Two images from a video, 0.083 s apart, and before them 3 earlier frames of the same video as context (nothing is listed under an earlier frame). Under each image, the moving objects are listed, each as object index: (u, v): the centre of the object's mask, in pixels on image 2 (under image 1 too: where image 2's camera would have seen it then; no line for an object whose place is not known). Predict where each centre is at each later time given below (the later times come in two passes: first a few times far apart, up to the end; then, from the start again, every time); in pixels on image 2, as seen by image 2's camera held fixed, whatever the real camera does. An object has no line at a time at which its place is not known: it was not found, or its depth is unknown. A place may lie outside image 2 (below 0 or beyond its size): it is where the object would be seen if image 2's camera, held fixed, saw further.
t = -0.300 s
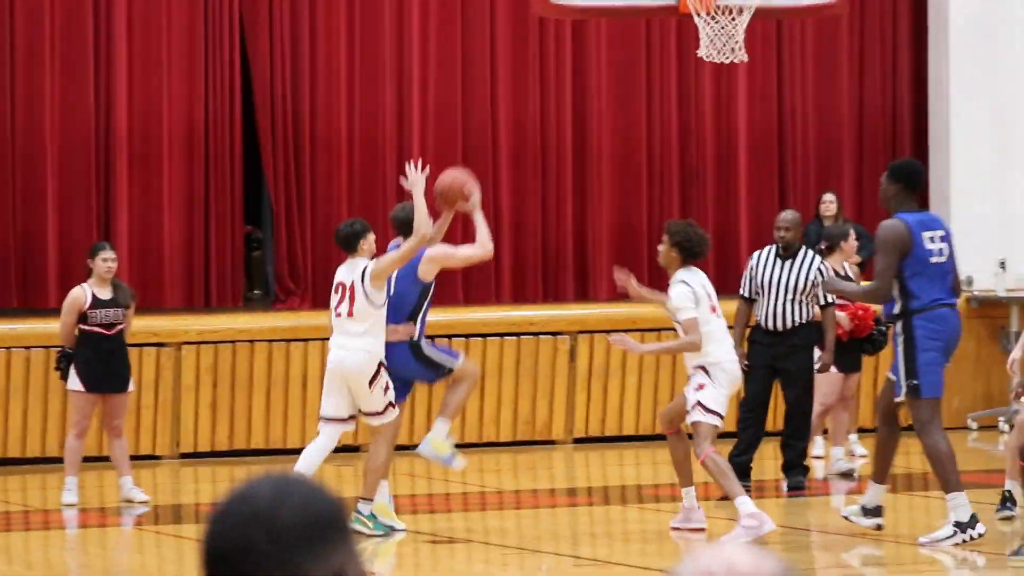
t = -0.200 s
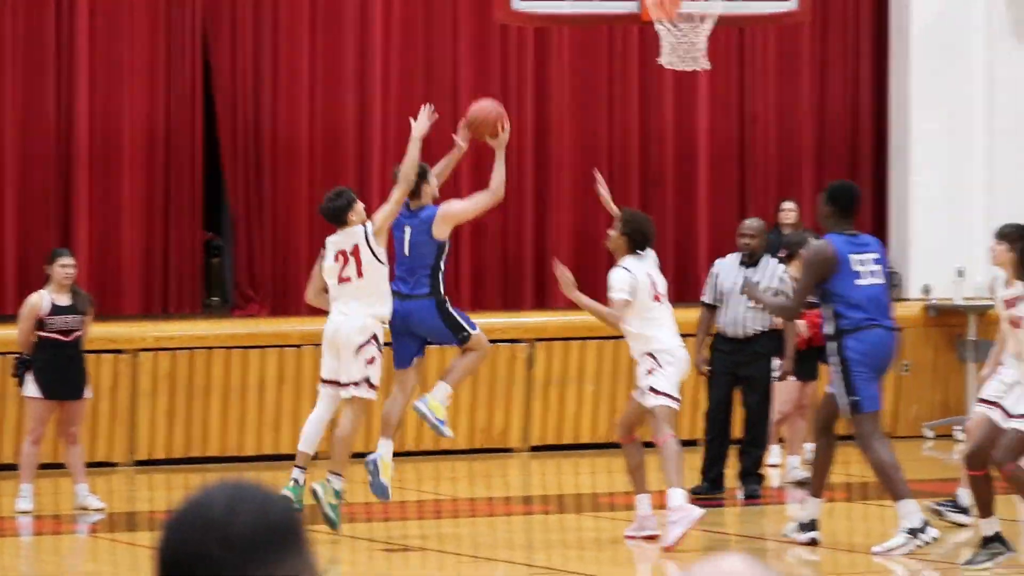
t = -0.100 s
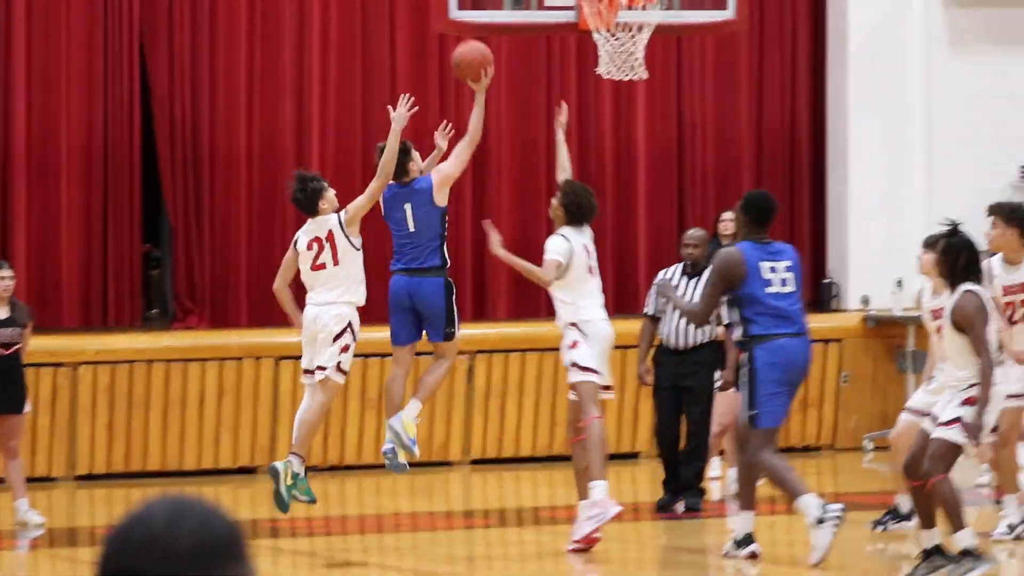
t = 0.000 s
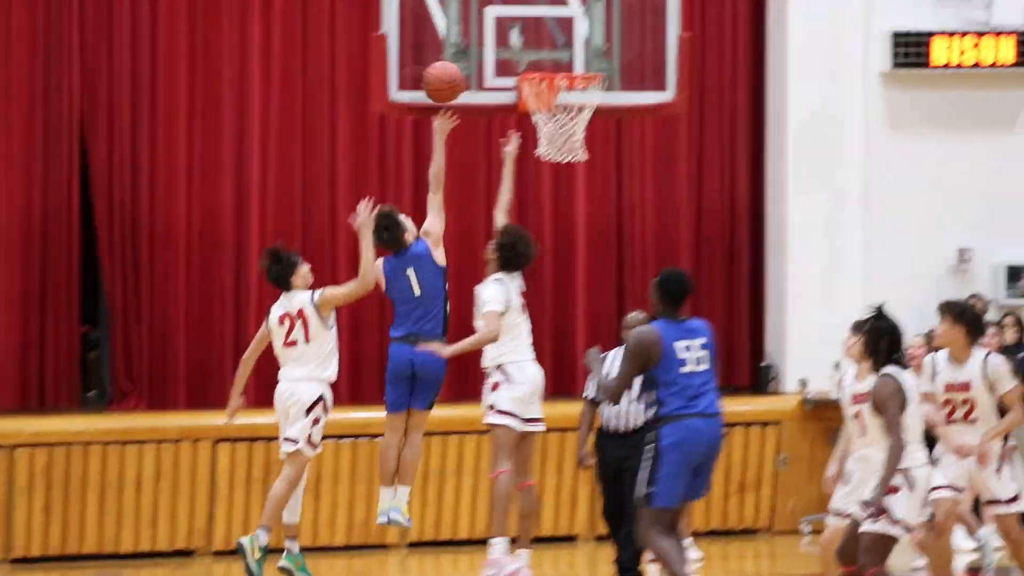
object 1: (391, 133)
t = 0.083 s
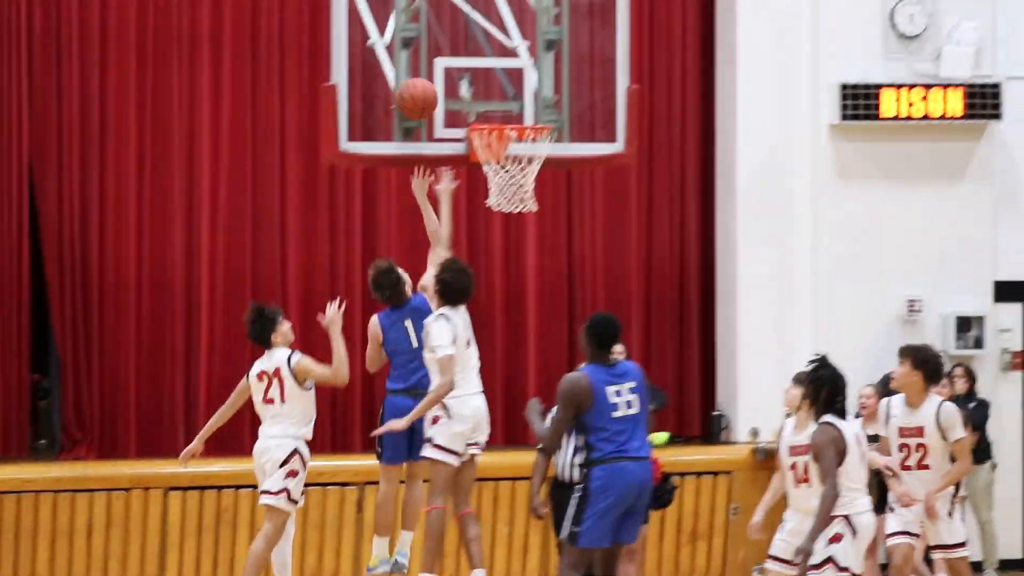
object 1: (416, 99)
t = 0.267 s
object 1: (472, 96)
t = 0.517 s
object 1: (537, 174)
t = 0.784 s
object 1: (540, 261)
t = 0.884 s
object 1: (546, 326)
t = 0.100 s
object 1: (421, 96)
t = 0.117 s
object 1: (427, 94)
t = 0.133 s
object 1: (432, 92)
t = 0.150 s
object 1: (437, 91)
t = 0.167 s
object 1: (442, 91)
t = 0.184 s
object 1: (447, 91)
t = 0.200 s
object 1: (452, 91)
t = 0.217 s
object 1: (457, 91)
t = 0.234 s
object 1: (461, 93)
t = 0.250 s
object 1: (466, 94)
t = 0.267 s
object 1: (472, 96)
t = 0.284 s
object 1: (477, 99)
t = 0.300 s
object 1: (482, 102)
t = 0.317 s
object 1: (487, 105)
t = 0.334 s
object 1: (491, 108)
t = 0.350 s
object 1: (496, 111)
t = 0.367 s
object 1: (500, 113)
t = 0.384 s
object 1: (506, 116)
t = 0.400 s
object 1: (513, 128)
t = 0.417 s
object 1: (513, 138)
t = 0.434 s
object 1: (519, 145)
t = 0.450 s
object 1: (525, 149)
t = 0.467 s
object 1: (529, 157)
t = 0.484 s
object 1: (537, 164)
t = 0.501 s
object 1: (539, 169)
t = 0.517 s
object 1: (537, 174)
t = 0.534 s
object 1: (543, 182)
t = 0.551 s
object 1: (533, 189)
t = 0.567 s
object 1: (534, 188)
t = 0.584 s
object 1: (537, 191)
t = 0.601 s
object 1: (538, 193)
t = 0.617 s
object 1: (538, 194)
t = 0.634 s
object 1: (537, 197)
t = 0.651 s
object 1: (537, 202)
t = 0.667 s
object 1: (538, 209)
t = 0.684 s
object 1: (540, 217)
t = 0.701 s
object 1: (541, 222)
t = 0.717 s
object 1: (540, 228)
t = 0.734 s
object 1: (540, 235)
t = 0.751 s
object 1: (540, 243)
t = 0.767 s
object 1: (540, 252)
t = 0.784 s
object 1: (540, 261)
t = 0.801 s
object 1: (541, 271)
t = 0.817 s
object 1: (541, 281)
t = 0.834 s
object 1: (543, 291)
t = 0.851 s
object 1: (543, 301)
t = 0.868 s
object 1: (544, 312)
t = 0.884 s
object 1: (546, 326)
